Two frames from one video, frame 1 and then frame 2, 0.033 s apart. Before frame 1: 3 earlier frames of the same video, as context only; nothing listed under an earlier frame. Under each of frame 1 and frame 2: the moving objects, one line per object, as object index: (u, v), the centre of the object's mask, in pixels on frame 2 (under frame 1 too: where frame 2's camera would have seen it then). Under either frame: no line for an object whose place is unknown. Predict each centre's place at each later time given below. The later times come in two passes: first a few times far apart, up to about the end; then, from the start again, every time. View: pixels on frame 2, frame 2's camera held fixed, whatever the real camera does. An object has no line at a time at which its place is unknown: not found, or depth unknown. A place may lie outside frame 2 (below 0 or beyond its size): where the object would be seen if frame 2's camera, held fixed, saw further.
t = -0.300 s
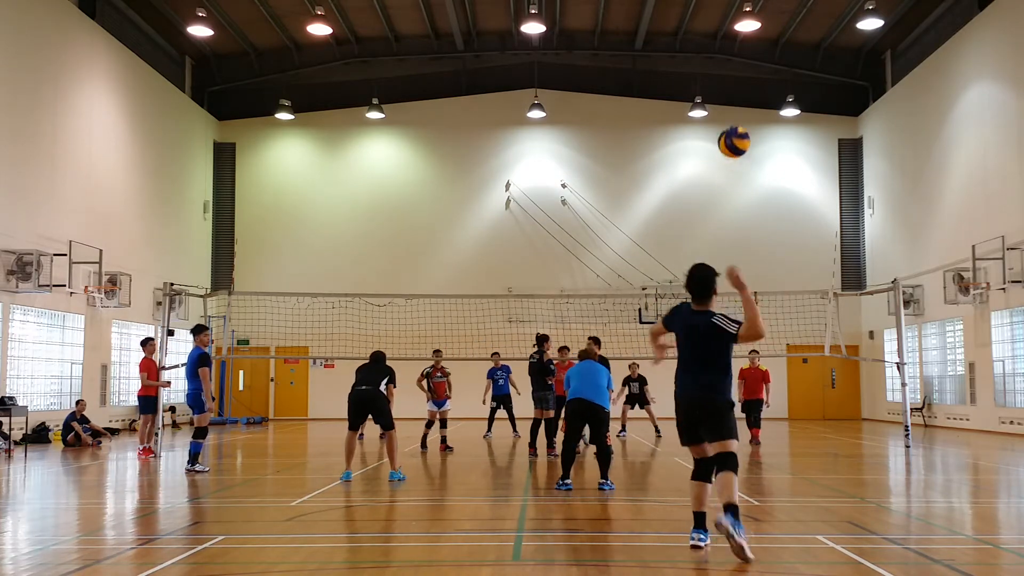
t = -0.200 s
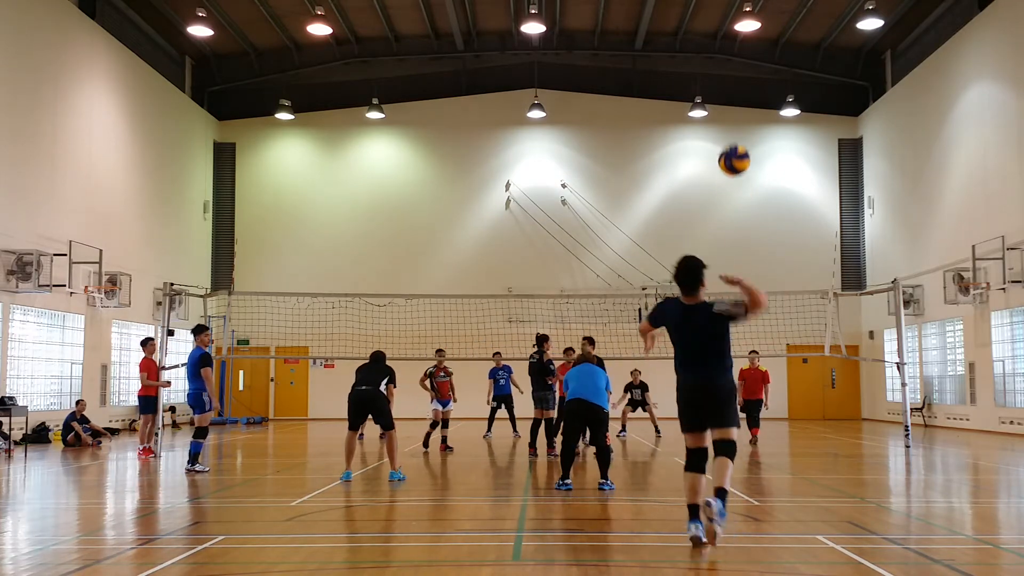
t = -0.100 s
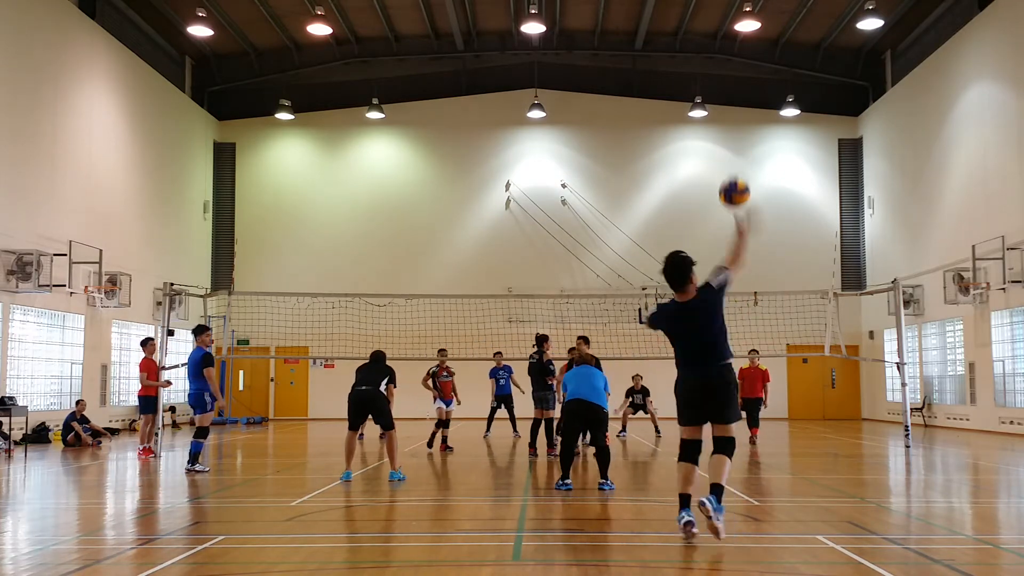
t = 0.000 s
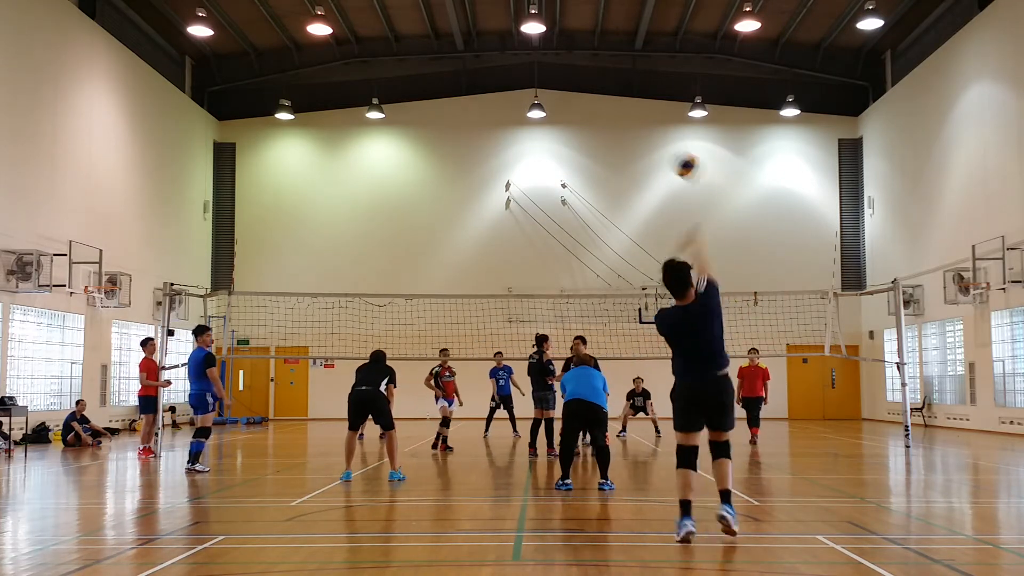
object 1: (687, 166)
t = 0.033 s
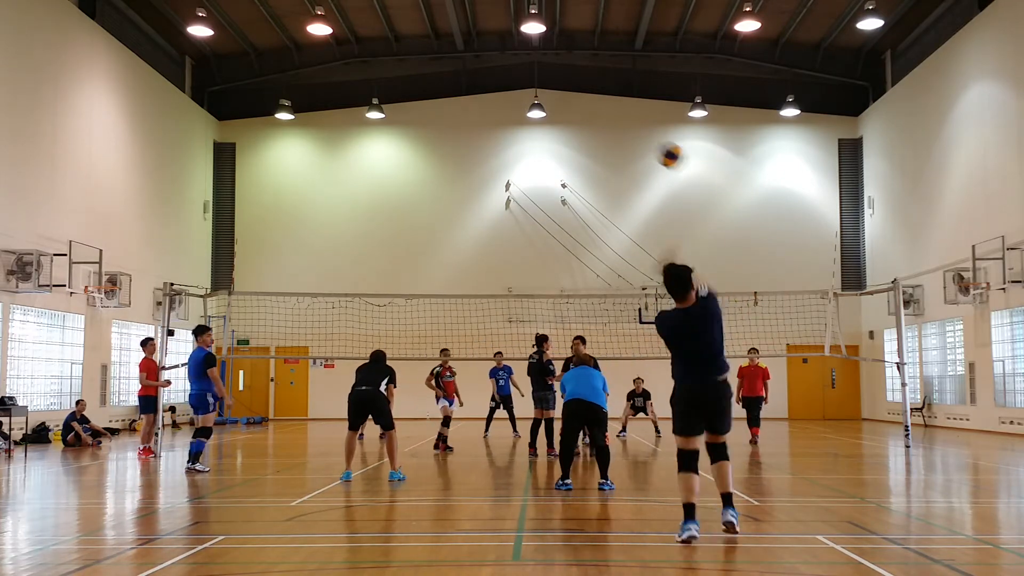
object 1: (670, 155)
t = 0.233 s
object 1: (602, 126)
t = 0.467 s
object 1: (546, 144)
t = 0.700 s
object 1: (505, 189)
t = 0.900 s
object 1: (479, 245)
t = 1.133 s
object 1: (456, 321)
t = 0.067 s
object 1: (656, 147)
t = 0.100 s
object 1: (644, 140)
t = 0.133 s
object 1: (632, 134)
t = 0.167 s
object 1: (622, 130)
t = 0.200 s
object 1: (611, 127)
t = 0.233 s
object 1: (602, 126)
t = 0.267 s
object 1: (593, 126)
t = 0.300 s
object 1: (584, 128)
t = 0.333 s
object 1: (576, 130)
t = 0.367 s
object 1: (568, 133)
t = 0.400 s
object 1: (561, 135)
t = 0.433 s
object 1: (553, 139)
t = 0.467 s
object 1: (546, 144)
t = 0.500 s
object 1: (539, 149)
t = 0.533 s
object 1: (532, 155)
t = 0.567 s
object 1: (526, 161)
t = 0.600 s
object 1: (520, 167)
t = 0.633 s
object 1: (514, 174)
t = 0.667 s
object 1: (509, 183)
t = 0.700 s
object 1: (505, 189)
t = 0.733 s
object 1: (499, 198)
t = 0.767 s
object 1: (495, 207)
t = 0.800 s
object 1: (491, 216)
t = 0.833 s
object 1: (487, 226)
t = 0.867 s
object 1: (483, 235)
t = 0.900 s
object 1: (479, 245)
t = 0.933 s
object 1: (475, 255)
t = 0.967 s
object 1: (472, 266)
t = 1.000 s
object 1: (468, 277)
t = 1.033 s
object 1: (465, 287)
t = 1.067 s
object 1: (462, 298)
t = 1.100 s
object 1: (459, 310)
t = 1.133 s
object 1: (456, 321)
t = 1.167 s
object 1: (453, 333)
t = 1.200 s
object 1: (450, 343)
